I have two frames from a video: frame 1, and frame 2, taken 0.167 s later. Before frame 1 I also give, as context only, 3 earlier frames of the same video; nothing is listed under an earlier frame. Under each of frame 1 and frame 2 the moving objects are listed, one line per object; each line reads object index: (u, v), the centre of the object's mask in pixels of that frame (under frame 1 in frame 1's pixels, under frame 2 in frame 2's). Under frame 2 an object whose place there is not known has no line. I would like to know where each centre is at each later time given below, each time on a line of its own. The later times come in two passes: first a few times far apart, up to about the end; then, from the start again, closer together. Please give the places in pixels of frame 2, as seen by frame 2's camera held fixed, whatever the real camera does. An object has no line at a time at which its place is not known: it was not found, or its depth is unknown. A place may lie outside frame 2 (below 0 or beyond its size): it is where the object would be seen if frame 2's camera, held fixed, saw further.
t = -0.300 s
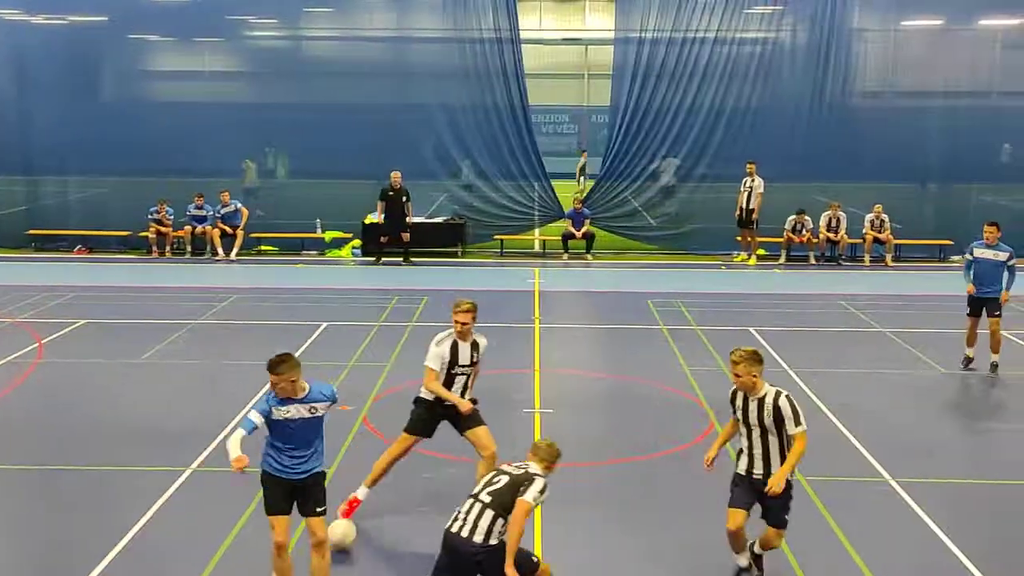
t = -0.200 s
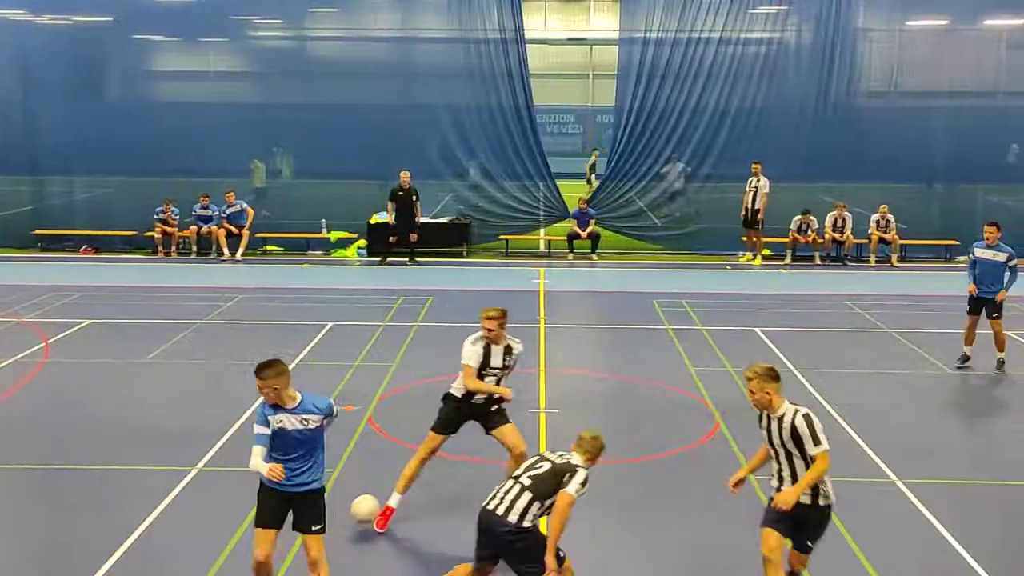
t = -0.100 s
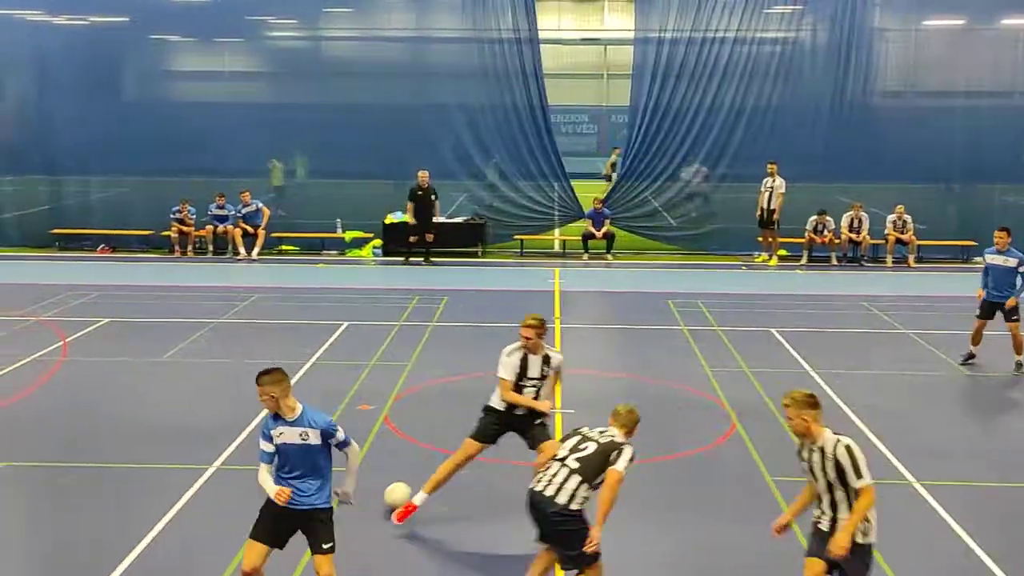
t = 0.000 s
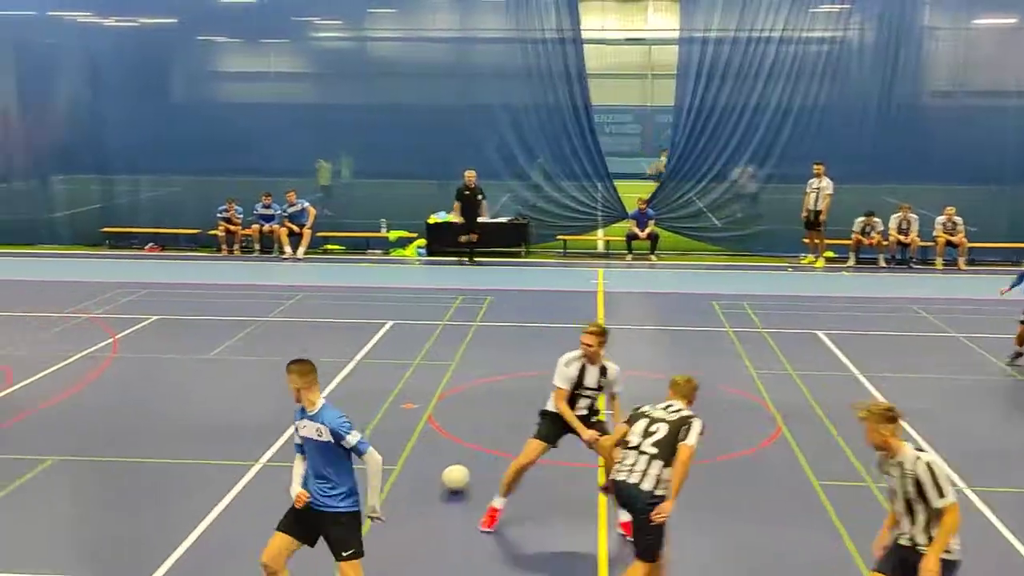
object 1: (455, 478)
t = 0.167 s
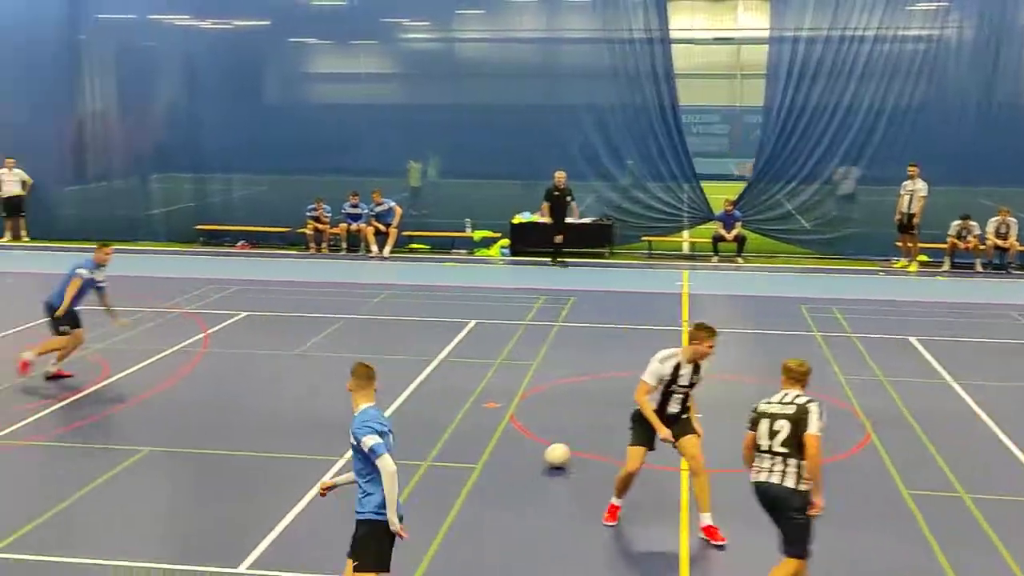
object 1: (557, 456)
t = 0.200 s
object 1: (559, 451)
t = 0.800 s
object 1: (611, 390)
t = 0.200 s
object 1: (559, 451)
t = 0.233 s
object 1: (562, 447)
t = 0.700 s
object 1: (603, 398)
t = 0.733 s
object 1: (606, 395)
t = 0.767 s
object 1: (609, 392)
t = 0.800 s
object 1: (611, 390)
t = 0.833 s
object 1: (614, 387)
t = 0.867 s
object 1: (617, 384)
